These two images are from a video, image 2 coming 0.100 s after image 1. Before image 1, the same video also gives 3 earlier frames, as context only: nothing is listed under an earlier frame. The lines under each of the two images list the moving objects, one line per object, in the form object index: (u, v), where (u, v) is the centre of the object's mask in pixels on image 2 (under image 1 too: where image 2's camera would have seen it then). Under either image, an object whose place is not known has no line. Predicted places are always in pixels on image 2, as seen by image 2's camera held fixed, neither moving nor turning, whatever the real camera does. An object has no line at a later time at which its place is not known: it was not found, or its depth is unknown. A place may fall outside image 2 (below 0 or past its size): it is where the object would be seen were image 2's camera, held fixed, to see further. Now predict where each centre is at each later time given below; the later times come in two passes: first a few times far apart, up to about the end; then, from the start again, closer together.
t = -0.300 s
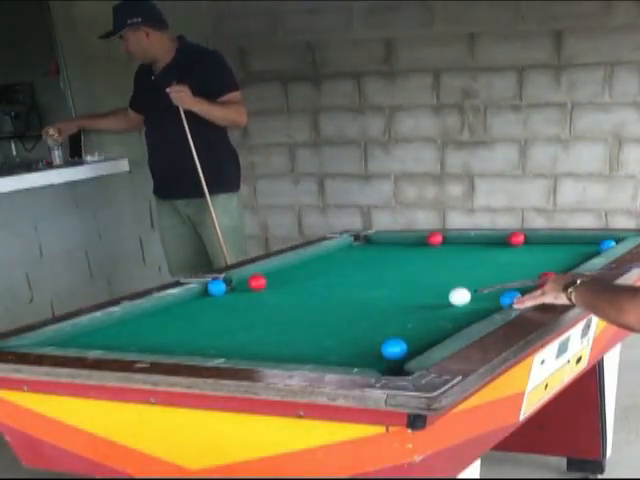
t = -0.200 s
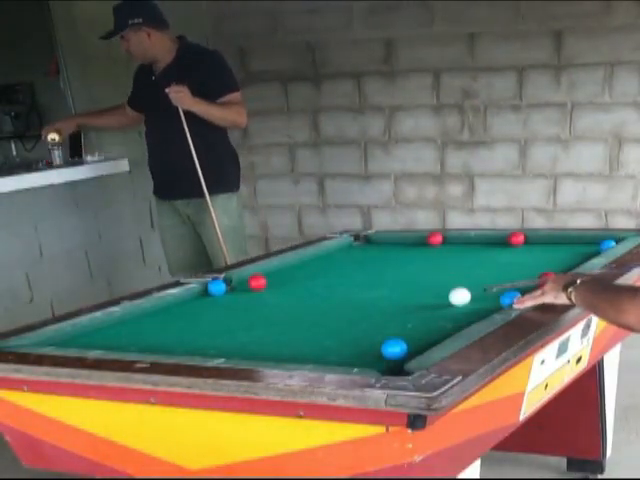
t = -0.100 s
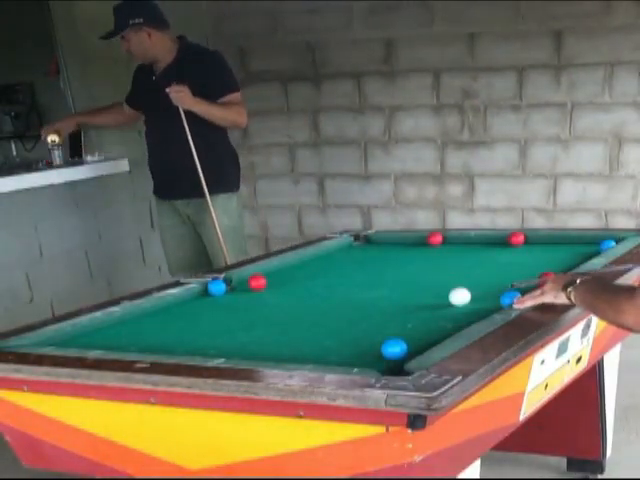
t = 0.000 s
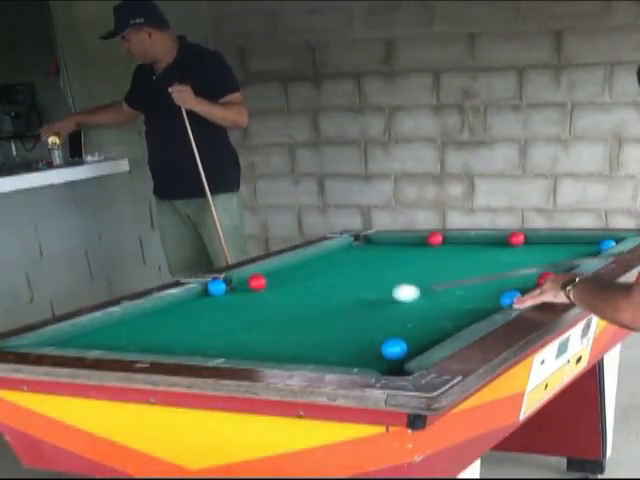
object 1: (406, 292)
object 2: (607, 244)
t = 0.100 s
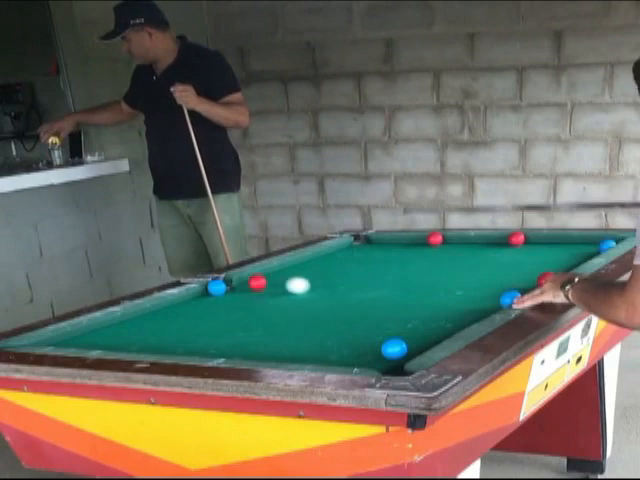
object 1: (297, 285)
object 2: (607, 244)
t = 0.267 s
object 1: (268, 278)
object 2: (607, 244)
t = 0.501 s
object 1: (291, 272)
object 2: (607, 244)
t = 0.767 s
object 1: (356, 267)
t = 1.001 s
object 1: (410, 263)
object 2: (607, 244)
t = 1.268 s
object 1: (470, 258)
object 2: (607, 244)
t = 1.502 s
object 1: (520, 254)
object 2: (607, 244)
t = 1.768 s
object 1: (574, 250)
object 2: (607, 245)
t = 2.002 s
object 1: (594, 248)
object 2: (605, 241)
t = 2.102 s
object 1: (597, 248)
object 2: (599, 238)
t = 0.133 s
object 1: (273, 282)
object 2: (607, 244)
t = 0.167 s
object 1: (273, 282)
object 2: (607, 244)
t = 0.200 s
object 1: (273, 280)
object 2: (607, 244)
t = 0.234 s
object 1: (271, 279)
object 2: (607, 244)
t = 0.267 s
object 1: (268, 278)
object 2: (607, 244)
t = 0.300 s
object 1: (263, 277)
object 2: (607, 244)
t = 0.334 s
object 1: (258, 275)
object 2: (607, 244)
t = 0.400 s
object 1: (266, 274)
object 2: (607, 244)
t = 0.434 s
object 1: (274, 273)
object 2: (607, 244)
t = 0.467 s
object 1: (282, 272)
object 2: (607, 244)
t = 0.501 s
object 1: (291, 272)
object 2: (607, 244)
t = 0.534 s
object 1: (299, 271)
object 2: (607, 245)
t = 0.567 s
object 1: (307, 271)
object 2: (606, 244)
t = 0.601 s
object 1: (315, 270)
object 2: (607, 244)
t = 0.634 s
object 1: (324, 269)
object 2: (605, 242)
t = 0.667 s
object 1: (332, 269)
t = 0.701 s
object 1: (340, 268)
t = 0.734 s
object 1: (348, 267)
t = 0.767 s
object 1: (356, 267)
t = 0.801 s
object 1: (364, 266)
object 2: (603, 244)
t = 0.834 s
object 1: (372, 265)
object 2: (606, 245)
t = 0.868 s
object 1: (379, 265)
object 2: (607, 245)
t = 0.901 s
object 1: (387, 264)
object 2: (607, 244)
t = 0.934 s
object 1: (395, 264)
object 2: (607, 245)
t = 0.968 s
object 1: (403, 263)
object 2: (607, 244)
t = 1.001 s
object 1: (410, 263)
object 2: (607, 244)
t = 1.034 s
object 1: (418, 262)
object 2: (607, 244)
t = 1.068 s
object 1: (425, 261)
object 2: (607, 244)
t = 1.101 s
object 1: (433, 261)
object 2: (607, 244)
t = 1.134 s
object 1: (441, 260)
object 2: (607, 244)
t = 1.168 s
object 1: (448, 260)
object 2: (607, 244)
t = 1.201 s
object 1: (456, 259)
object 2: (607, 244)
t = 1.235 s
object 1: (463, 259)
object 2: (607, 244)
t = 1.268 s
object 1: (470, 258)
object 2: (607, 244)
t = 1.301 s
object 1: (477, 257)
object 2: (607, 244)
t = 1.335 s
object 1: (485, 257)
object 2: (607, 244)
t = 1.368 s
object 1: (492, 256)
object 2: (607, 244)
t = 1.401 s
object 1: (499, 256)
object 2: (607, 244)
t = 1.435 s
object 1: (506, 255)
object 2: (607, 244)
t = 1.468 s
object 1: (513, 254)
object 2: (607, 244)
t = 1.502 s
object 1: (520, 254)
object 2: (607, 244)
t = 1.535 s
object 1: (527, 253)
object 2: (607, 245)
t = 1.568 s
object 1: (534, 253)
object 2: (607, 245)
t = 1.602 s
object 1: (541, 252)
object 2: (607, 245)
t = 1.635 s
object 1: (547, 252)
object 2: (607, 245)
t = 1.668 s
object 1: (554, 251)
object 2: (607, 245)
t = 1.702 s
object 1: (561, 250)
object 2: (607, 245)
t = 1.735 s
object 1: (568, 250)
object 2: (607, 244)
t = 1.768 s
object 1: (574, 250)
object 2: (607, 245)
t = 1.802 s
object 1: (581, 249)
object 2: (607, 245)
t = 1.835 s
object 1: (587, 248)
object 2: (606, 245)
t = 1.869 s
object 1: (590, 248)
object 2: (608, 244)
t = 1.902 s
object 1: (592, 248)
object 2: (607, 244)
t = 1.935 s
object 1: (593, 248)
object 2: (607, 243)
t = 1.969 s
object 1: (593, 248)
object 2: (606, 243)
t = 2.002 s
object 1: (594, 248)
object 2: (605, 241)
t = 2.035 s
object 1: (595, 248)
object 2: (604, 240)
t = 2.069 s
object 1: (596, 248)
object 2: (602, 239)
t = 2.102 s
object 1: (597, 248)
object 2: (599, 238)
